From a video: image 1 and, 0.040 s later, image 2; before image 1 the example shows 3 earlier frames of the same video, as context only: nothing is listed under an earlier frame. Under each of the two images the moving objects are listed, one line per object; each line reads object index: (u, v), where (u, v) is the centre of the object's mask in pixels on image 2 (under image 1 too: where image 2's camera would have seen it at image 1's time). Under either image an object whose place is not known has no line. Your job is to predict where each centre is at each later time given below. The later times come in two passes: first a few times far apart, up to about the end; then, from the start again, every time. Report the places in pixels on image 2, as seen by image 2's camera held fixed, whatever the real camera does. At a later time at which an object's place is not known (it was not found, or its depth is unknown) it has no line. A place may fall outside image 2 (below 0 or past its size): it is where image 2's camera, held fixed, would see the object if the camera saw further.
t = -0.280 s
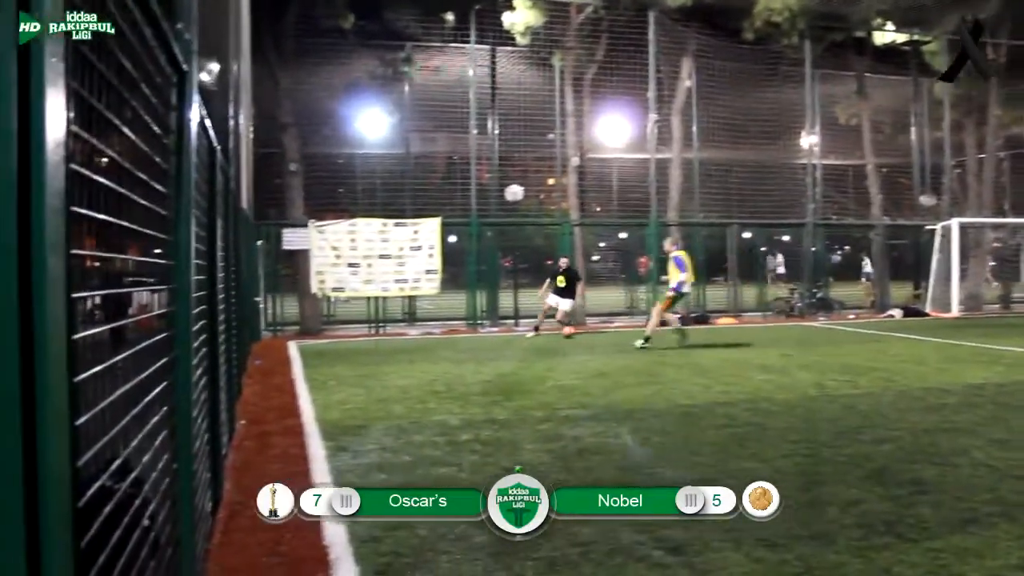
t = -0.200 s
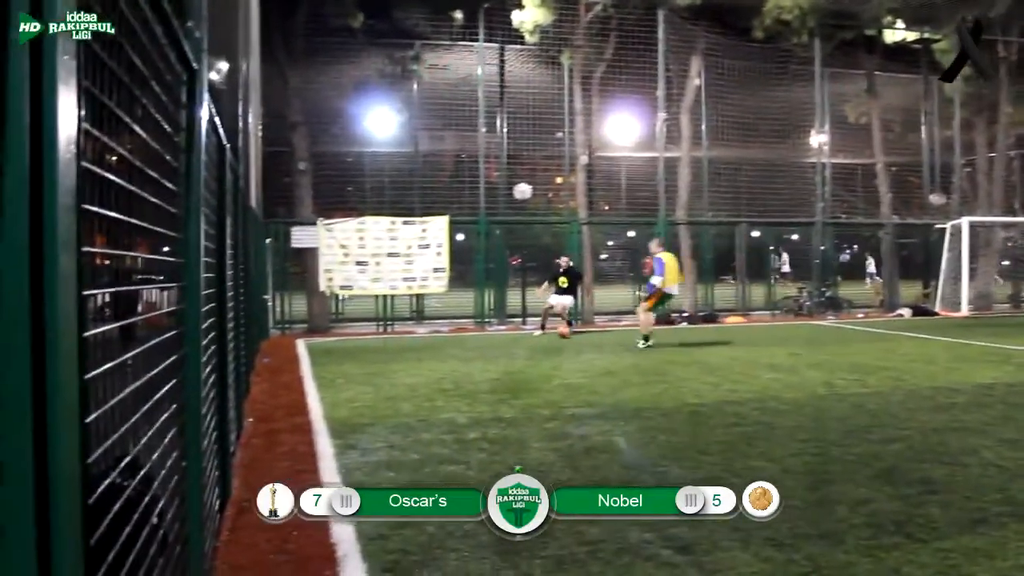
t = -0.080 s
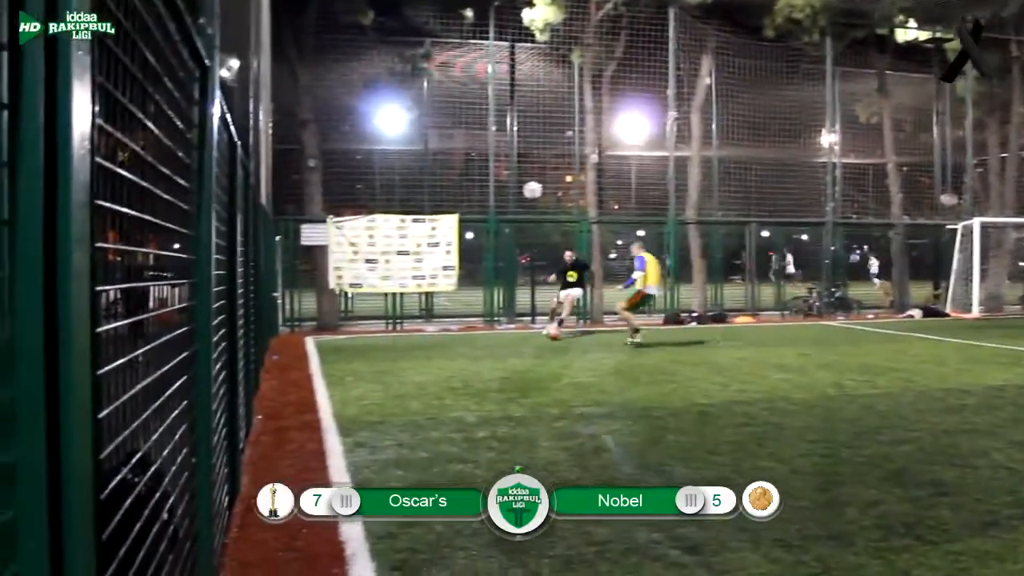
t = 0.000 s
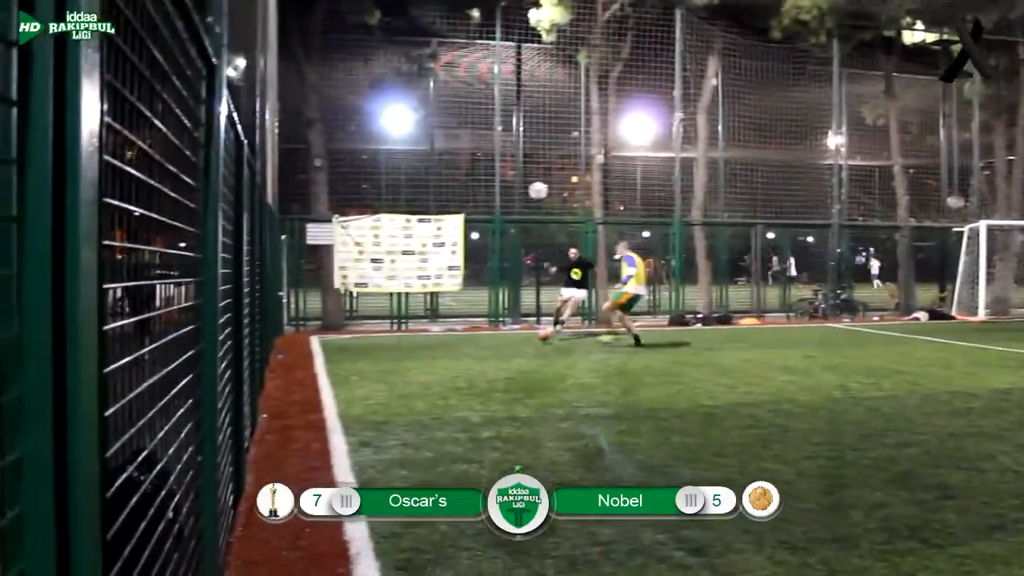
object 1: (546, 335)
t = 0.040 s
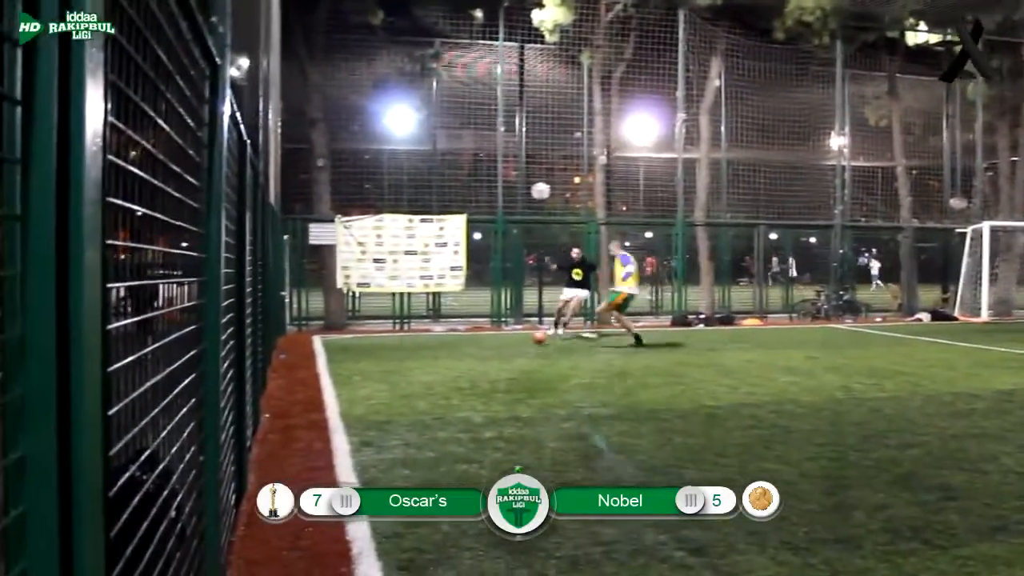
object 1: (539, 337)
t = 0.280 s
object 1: (496, 348)
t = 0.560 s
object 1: (435, 361)
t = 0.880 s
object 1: (348, 380)
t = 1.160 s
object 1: (282, 387)
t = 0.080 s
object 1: (532, 339)
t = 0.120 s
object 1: (525, 341)
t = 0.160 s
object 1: (518, 341)
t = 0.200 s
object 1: (510, 343)
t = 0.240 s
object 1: (504, 345)
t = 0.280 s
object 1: (496, 348)
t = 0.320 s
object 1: (488, 348)
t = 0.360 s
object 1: (480, 350)
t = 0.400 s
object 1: (470, 353)
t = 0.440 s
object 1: (462, 355)
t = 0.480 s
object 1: (453, 356)
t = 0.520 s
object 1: (444, 358)
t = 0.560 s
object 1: (435, 361)
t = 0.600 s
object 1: (425, 363)
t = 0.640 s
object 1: (414, 364)
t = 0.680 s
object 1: (405, 367)
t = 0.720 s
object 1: (394, 370)
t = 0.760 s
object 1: (383, 372)
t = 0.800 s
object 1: (371, 374)
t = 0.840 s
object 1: (359, 377)
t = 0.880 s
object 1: (348, 380)
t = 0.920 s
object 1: (336, 382)
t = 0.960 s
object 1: (324, 385)
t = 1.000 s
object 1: (311, 388)
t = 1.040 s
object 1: (298, 390)
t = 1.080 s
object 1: (280, 395)
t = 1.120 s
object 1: (273, 393)
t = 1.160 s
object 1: (282, 387)
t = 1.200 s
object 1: (291, 384)
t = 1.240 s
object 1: (301, 382)
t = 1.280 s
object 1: (311, 382)
